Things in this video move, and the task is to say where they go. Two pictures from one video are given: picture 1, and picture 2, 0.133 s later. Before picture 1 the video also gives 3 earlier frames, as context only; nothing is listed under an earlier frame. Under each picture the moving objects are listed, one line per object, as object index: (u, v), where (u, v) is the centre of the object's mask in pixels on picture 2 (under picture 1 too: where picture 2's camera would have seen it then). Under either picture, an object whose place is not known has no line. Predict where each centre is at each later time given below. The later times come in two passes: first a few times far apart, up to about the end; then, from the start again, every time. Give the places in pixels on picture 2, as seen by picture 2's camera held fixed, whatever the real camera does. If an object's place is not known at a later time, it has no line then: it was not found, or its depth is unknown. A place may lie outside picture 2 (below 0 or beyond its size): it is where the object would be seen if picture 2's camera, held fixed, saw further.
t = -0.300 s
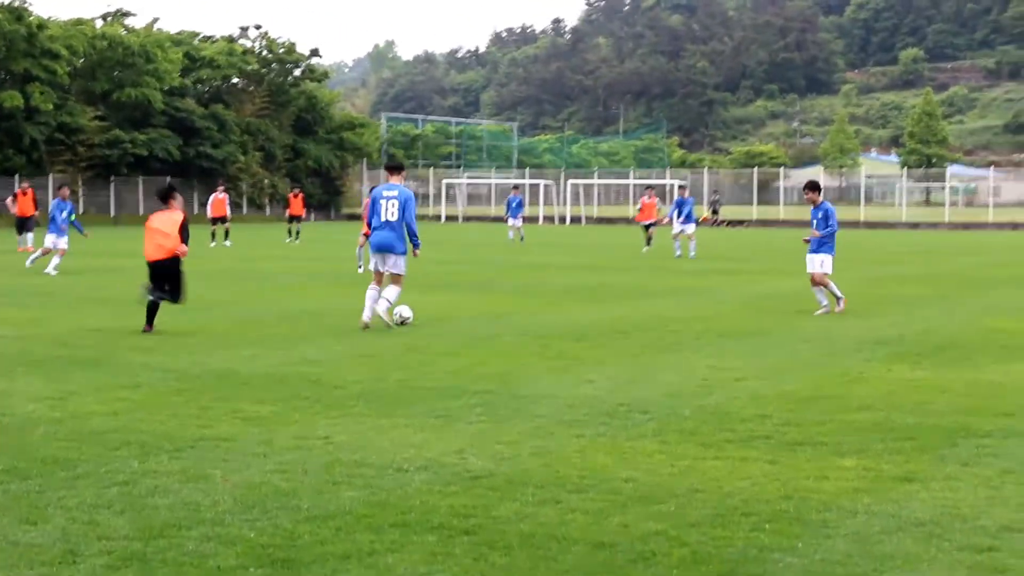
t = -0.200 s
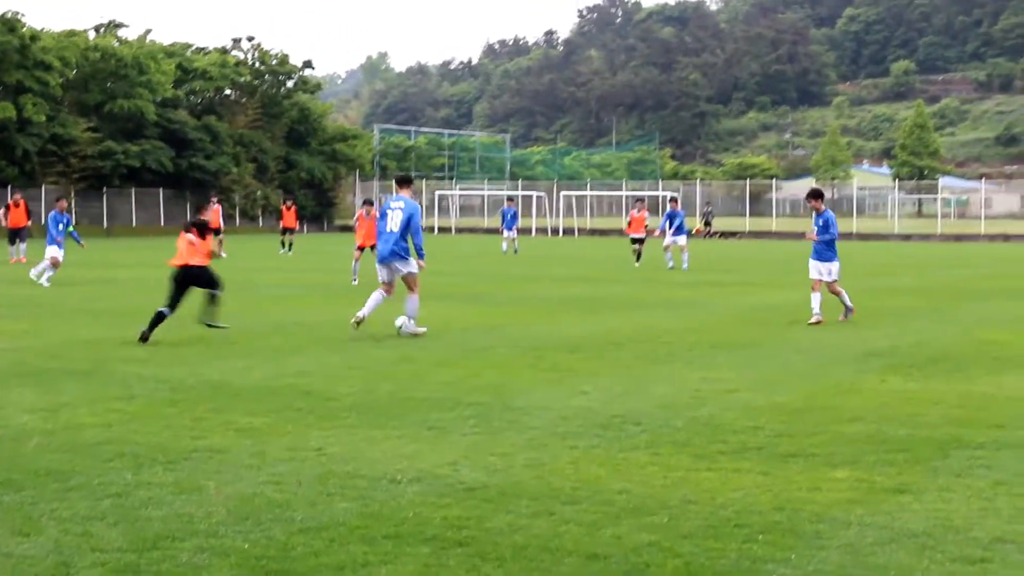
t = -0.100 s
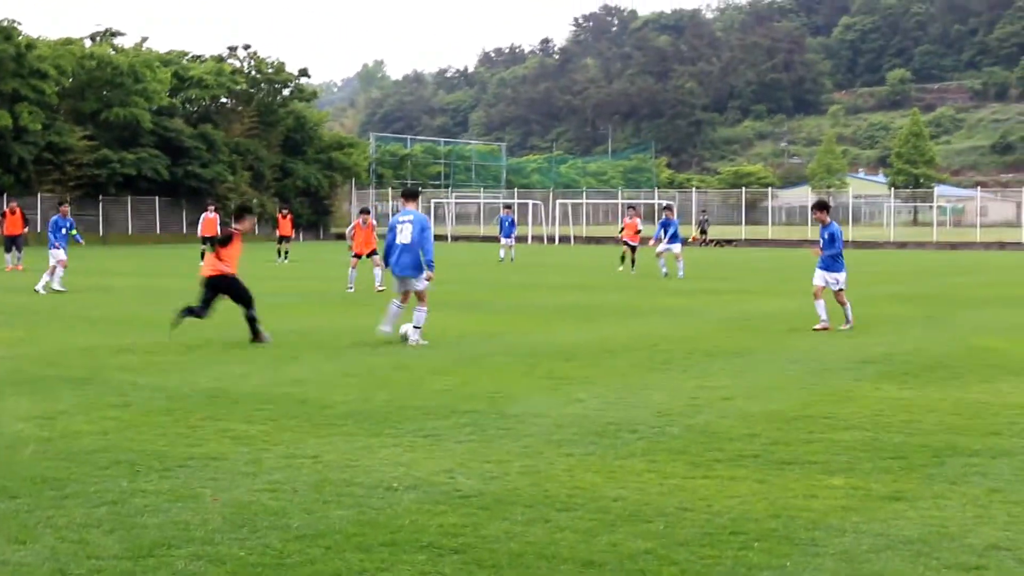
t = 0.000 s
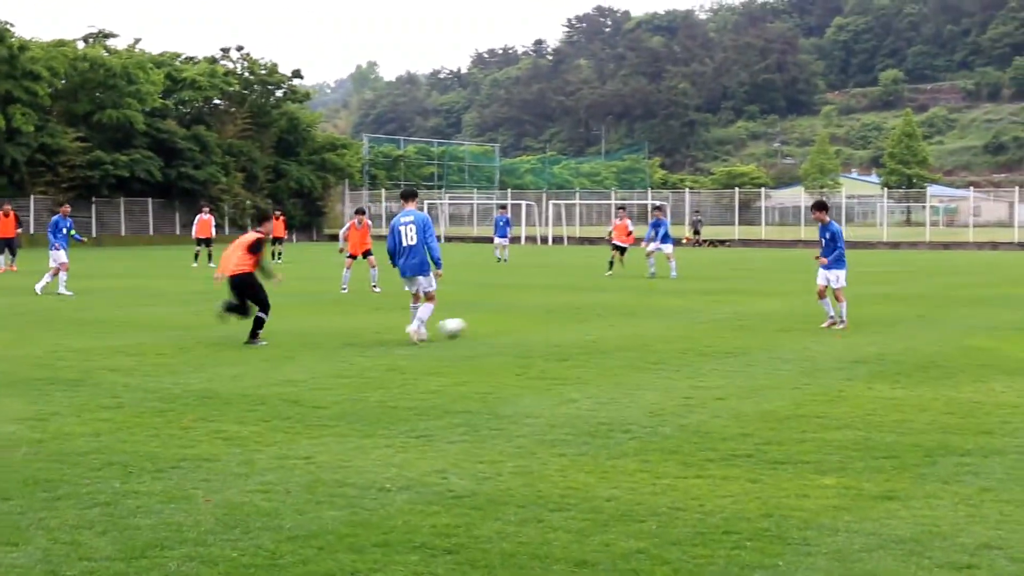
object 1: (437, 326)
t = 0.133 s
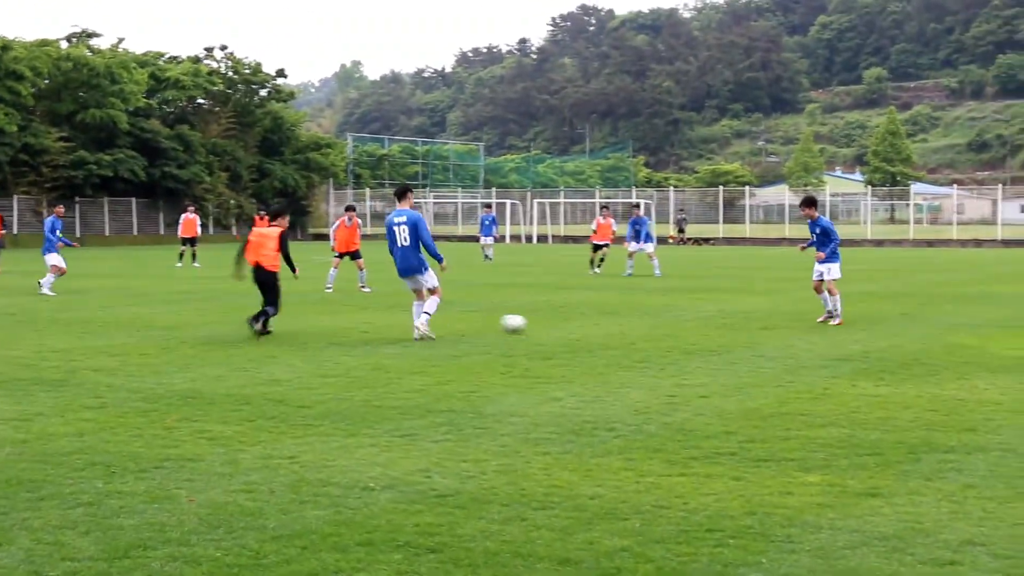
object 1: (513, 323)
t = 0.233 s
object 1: (564, 321)
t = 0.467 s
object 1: (665, 313)
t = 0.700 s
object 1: (743, 312)
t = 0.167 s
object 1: (531, 324)
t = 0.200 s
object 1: (549, 323)
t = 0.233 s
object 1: (564, 321)
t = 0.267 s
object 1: (580, 320)
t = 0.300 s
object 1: (596, 319)
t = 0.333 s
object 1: (611, 320)
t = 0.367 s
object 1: (626, 320)
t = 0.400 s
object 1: (640, 318)
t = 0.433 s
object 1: (652, 315)
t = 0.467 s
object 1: (665, 313)
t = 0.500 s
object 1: (677, 312)
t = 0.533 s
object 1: (689, 312)
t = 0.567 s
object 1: (702, 313)
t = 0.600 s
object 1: (713, 315)
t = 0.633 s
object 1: (724, 314)
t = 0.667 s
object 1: (734, 313)
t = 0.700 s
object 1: (743, 312)
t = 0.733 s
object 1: (753, 311)
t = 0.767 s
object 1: (762, 312)
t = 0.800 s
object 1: (772, 311)
